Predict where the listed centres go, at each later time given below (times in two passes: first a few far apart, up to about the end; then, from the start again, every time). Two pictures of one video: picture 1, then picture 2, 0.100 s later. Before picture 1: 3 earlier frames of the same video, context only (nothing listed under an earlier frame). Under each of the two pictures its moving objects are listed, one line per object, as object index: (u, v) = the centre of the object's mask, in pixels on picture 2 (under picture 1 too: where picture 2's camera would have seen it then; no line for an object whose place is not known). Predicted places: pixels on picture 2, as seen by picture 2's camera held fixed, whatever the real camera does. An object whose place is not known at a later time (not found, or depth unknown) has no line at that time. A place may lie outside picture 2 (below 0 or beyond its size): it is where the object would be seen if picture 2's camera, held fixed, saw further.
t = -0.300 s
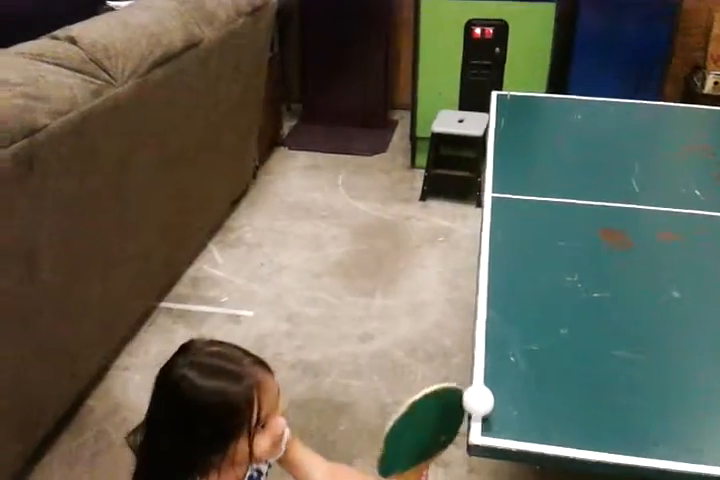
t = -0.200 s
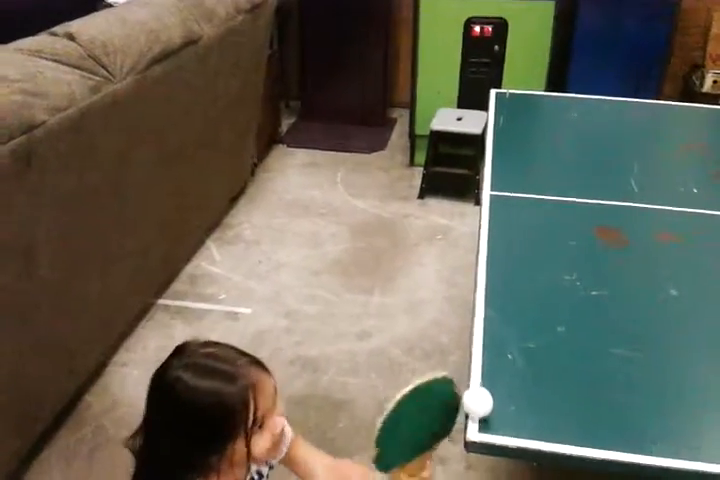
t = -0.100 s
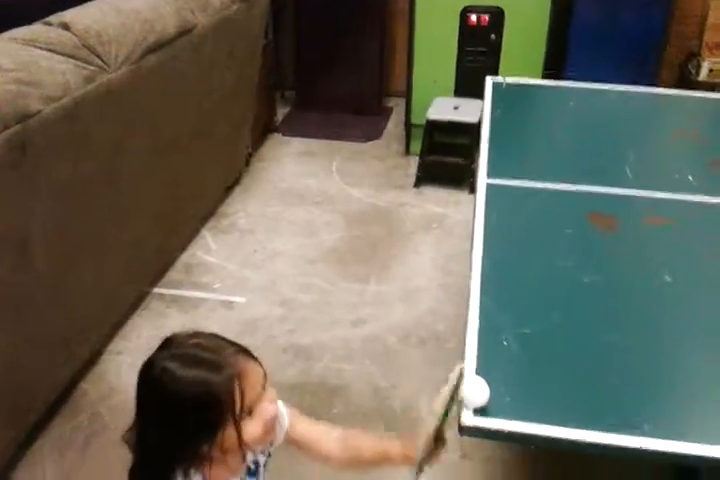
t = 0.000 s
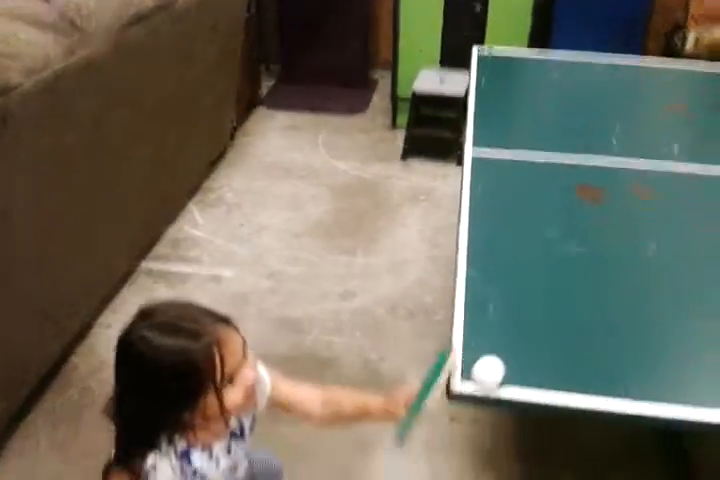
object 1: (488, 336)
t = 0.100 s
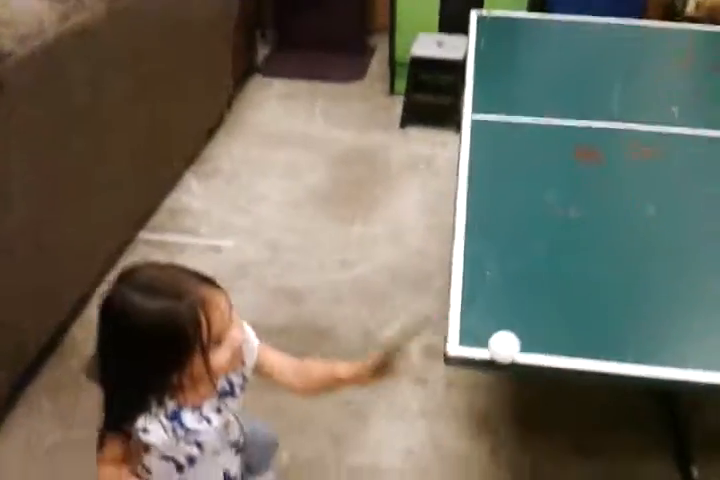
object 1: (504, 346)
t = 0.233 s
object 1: (528, 376)
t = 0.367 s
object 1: (538, 482)
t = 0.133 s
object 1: (510, 349)
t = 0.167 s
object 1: (515, 354)
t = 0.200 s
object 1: (523, 363)
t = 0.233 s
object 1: (528, 376)
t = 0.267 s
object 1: (533, 393)
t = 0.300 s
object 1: (536, 420)
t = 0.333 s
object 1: (539, 449)
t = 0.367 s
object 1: (538, 482)
